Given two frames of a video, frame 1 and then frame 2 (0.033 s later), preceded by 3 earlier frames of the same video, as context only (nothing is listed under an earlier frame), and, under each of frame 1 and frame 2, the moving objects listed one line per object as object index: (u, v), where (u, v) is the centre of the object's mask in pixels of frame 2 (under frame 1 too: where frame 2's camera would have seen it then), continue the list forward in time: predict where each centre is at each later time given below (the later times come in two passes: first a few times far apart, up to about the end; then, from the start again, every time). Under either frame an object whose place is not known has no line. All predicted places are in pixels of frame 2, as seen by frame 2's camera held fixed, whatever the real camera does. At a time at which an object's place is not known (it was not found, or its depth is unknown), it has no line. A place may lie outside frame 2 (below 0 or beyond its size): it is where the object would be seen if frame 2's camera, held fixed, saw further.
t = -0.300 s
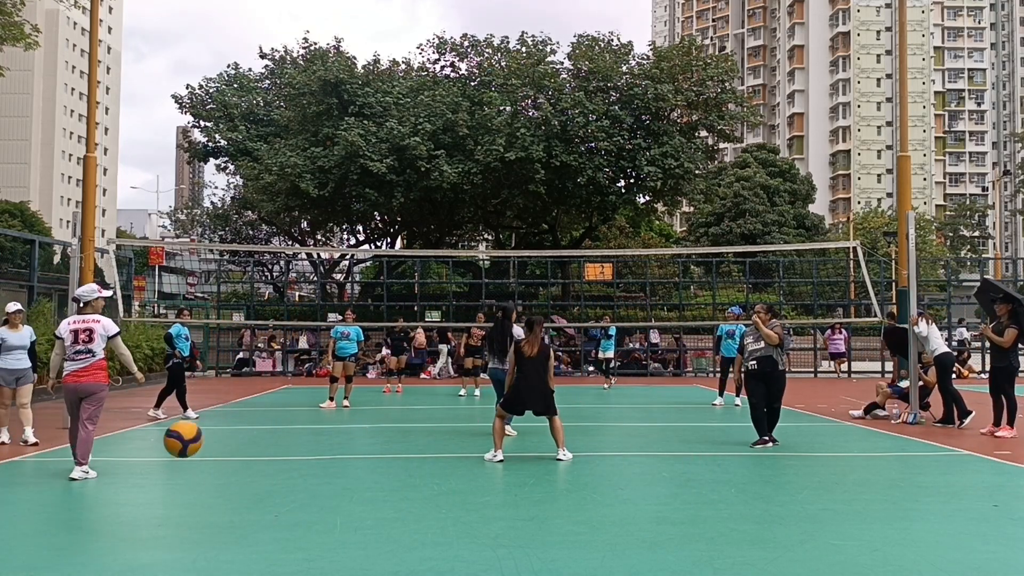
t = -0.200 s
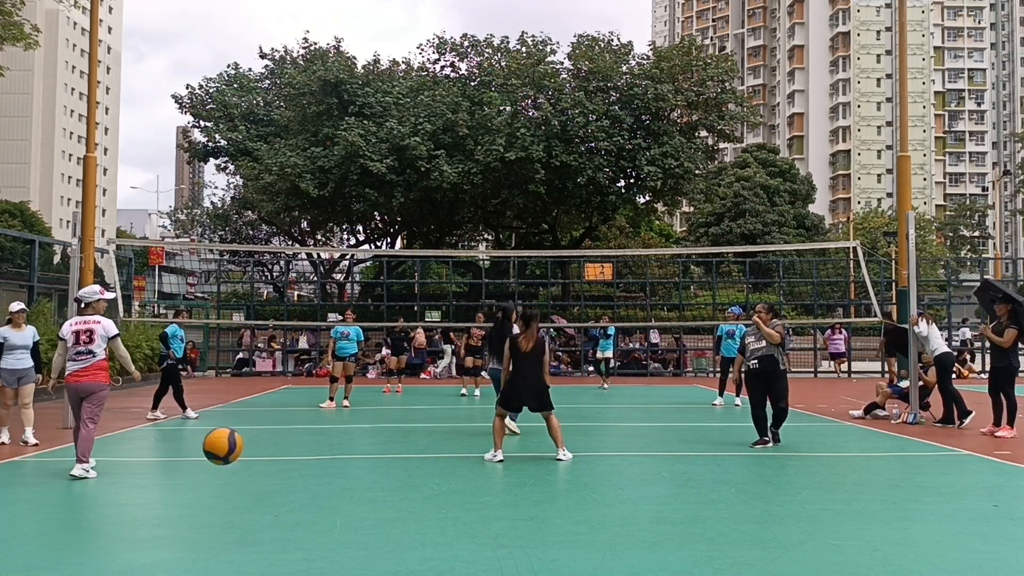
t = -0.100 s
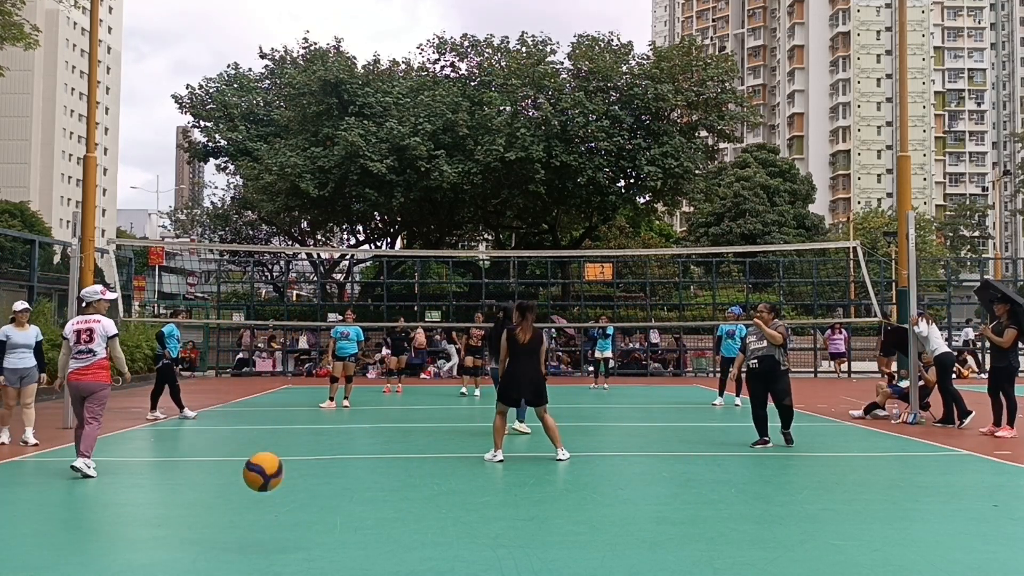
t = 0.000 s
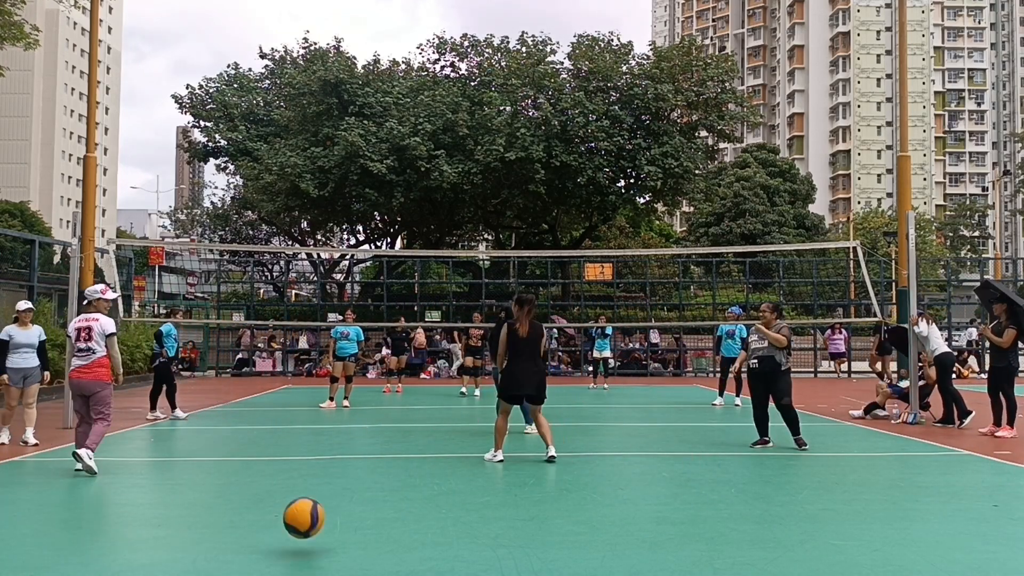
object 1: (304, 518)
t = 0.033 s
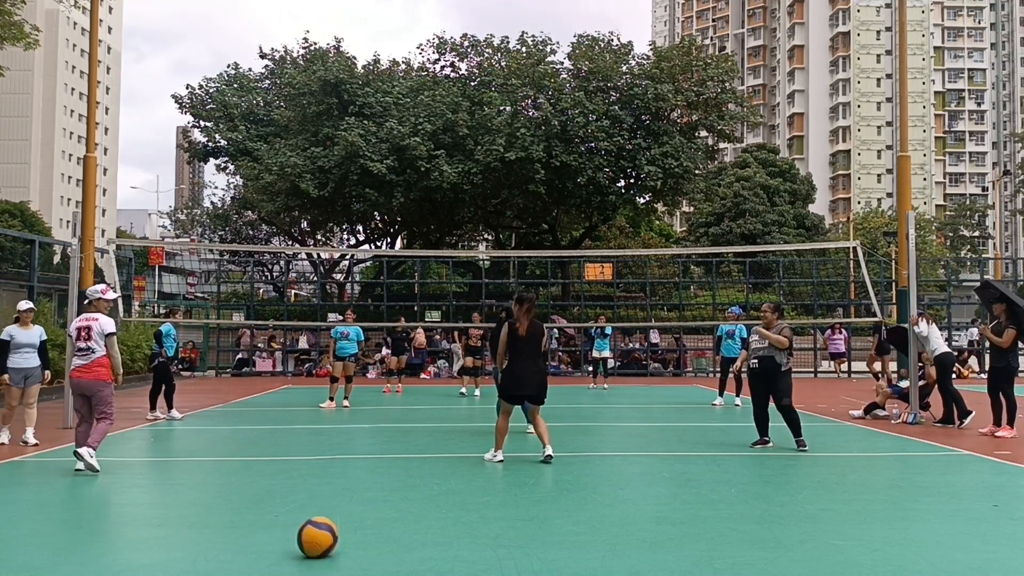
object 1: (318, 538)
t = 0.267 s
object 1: (424, 478)
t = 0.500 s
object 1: (539, 527)
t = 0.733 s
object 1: (666, 527)
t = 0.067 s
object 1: (333, 525)
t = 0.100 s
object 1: (348, 512)
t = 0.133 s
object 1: (363, 501)
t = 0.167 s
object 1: (378, 492)
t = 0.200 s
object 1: (393, 485)
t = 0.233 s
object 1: (409, 481)
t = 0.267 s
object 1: (424, 478)
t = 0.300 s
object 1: (440, 478)
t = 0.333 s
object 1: (456, 480)
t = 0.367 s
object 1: (472, 485)
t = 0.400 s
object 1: (488, 491)
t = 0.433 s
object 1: (505, 500)
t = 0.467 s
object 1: (522, 512)
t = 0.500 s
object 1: (539, 527)
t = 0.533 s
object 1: (557, 544)
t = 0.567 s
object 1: (574, 560)
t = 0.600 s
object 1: (592, 560)
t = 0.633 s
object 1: (610, 552)
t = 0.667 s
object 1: (628, 541)
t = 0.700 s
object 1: (647, 533)
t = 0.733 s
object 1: (666, 527)
